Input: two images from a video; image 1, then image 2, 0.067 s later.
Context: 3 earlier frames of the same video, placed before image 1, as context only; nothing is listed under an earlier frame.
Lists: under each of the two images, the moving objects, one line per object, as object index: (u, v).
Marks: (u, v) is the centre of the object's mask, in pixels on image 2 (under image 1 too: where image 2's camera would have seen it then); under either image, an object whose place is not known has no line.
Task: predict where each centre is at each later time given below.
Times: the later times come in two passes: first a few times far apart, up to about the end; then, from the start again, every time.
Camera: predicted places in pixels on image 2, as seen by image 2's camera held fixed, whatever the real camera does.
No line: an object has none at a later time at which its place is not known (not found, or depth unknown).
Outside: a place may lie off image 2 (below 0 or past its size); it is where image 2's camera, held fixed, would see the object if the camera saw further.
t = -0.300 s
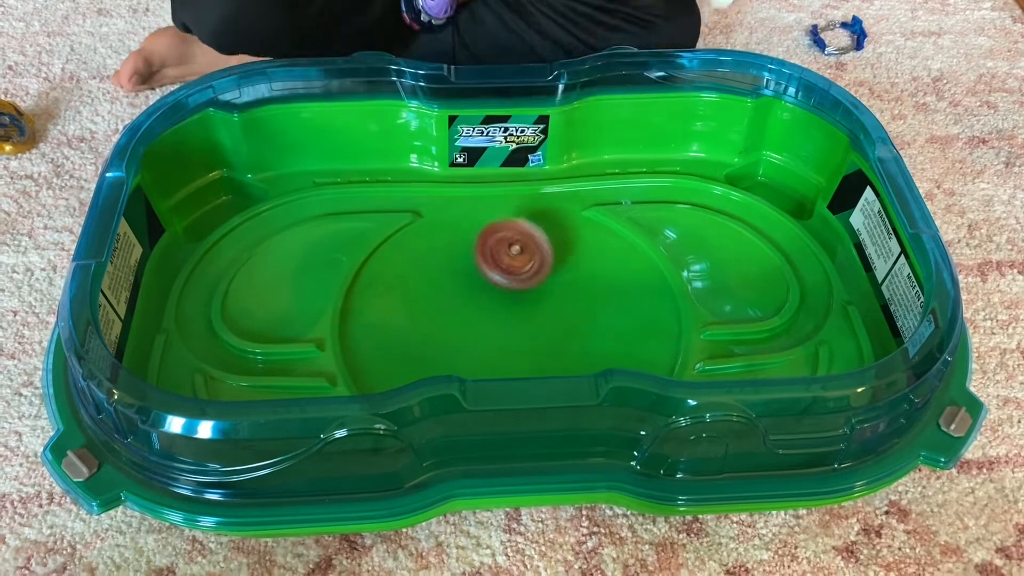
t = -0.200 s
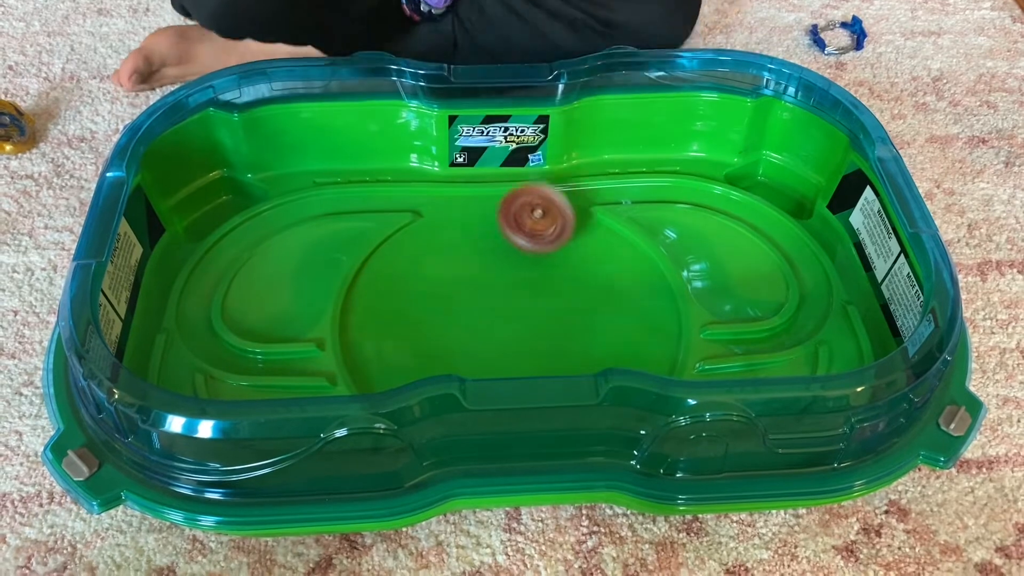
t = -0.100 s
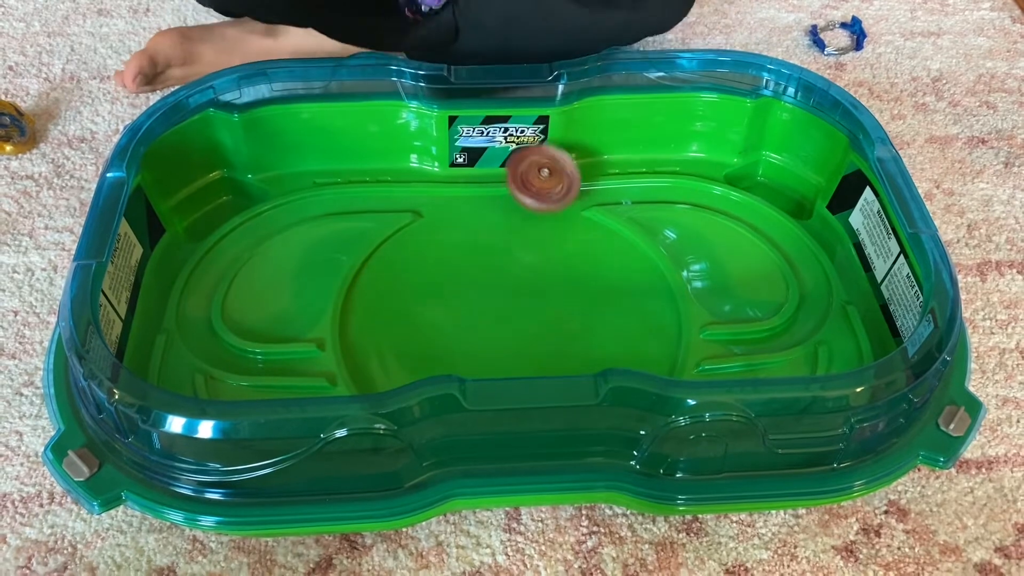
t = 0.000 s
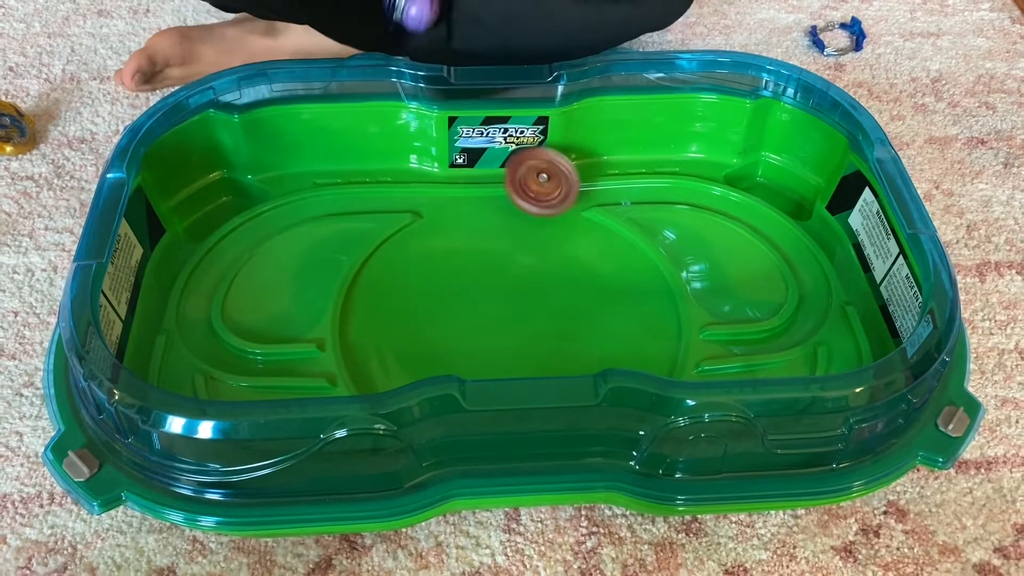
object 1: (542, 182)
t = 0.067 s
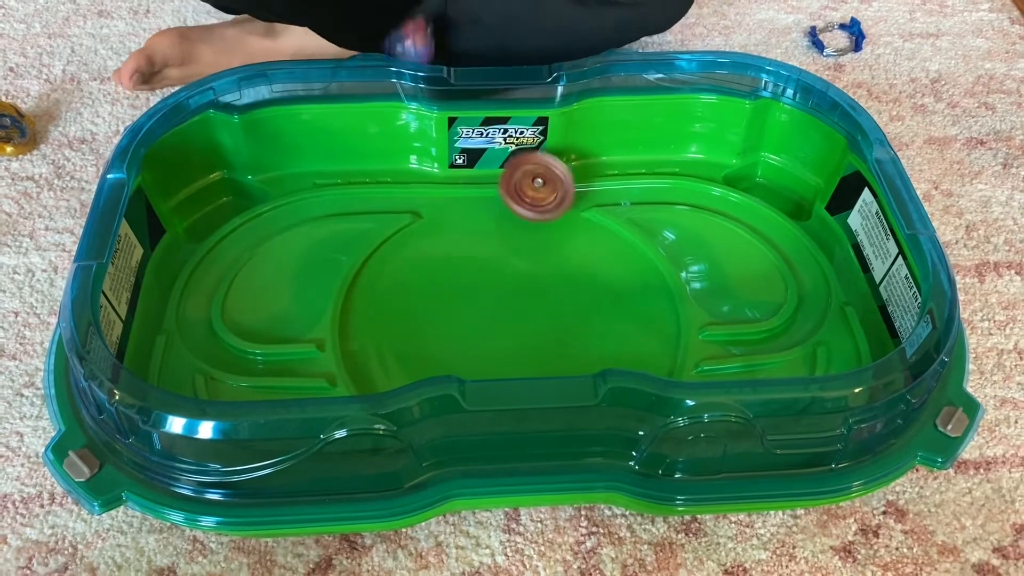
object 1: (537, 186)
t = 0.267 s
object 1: (511, 192)
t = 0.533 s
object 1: (478, 243)
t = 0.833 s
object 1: (657, 307)
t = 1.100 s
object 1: (669, 229)
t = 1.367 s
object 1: (740, 245)
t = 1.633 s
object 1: (756, 241)
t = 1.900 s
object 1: (741, 290)
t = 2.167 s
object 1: (741, 221)
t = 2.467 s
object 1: (558, 235)
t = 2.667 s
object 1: (399, 308)
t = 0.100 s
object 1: (534, 188)
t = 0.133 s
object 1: (530, 190)
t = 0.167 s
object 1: (526, 191)
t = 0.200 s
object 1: (521, 192)
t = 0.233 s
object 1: (516, 192)
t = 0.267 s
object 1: (511, 192)
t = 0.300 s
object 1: (505, 192)
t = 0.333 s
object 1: (499, 193)
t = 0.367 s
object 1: (494, 194)
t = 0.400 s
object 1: (488, 197)
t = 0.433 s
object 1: (481, 204)
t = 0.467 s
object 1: (476, 215)
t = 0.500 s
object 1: (475, 228)
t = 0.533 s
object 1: (478, 243)
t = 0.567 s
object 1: (486, 258)
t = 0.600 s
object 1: (498, 272)
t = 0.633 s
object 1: (514, 284)
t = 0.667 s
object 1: (534, 296)
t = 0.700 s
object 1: (558, 304)
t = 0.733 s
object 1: (583, 310)
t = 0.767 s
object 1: (609, 313)
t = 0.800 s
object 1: (634, 312)
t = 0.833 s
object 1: (657, 307)
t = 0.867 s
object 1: (674, 297)
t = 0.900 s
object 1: (680, 289)
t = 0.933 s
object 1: (681, 280)
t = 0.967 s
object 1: (680, 270)
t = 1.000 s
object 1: (676, 259)
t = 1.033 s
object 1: (673, 246)
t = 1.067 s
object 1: (670, 236)
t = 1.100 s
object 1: (669, 229)
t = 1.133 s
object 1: (669, 224)
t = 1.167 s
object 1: (673, 221)
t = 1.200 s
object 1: (681, 220)
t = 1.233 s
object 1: (693, 220)
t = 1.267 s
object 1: (707, 223)
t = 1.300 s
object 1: (720, 229)
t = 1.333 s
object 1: (731, 237)
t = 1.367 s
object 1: (740, 245)
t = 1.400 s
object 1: (748, 253)
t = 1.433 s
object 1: (757, 258)
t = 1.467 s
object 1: (763, 260)
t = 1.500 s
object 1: (769, 260)
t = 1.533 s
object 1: (770, 257)
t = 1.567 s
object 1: (769, 252)
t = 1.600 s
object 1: (764, 246)
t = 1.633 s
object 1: (756, 241)
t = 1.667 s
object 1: (746, 239)
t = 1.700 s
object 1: (737, 241)
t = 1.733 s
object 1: (729, 245)
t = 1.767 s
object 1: (724, 253)
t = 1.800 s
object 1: (722, 263)
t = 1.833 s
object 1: (723, 276)
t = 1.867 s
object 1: (732, 289)
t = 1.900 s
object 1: (741, 290)
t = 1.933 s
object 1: (750, 290)
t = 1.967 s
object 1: (757, 288)
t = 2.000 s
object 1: (765, 282)
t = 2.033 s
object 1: (774, 272)
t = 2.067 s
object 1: (777, 259)
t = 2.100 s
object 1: (772, 245)
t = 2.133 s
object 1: (759, 232)
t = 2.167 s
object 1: (741, 221)
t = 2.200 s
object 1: (718, 213)
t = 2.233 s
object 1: (694, 208)
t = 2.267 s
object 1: (672, 207)
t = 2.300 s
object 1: (656, 207)
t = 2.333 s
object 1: (643, 209)
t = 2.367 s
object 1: (628, 216)
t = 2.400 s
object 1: (609, 225)
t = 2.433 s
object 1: (586, 230)
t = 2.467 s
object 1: (558, 235)
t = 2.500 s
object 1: (527, 240)
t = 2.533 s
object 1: (496, 246)
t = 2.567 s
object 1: (468, 256)
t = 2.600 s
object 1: (443, 269)
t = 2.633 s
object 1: (419, 287)
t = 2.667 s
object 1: (399, 308)
